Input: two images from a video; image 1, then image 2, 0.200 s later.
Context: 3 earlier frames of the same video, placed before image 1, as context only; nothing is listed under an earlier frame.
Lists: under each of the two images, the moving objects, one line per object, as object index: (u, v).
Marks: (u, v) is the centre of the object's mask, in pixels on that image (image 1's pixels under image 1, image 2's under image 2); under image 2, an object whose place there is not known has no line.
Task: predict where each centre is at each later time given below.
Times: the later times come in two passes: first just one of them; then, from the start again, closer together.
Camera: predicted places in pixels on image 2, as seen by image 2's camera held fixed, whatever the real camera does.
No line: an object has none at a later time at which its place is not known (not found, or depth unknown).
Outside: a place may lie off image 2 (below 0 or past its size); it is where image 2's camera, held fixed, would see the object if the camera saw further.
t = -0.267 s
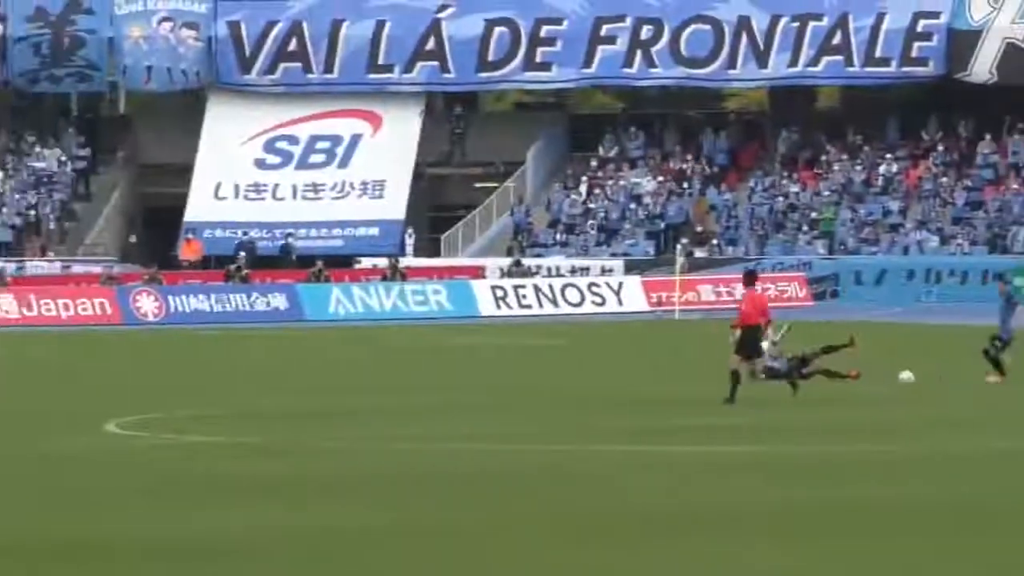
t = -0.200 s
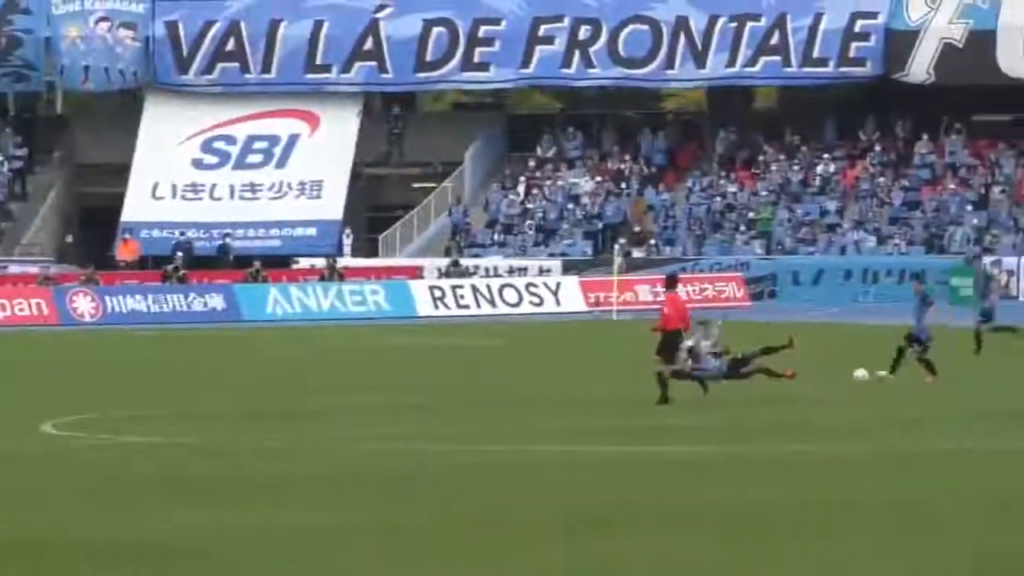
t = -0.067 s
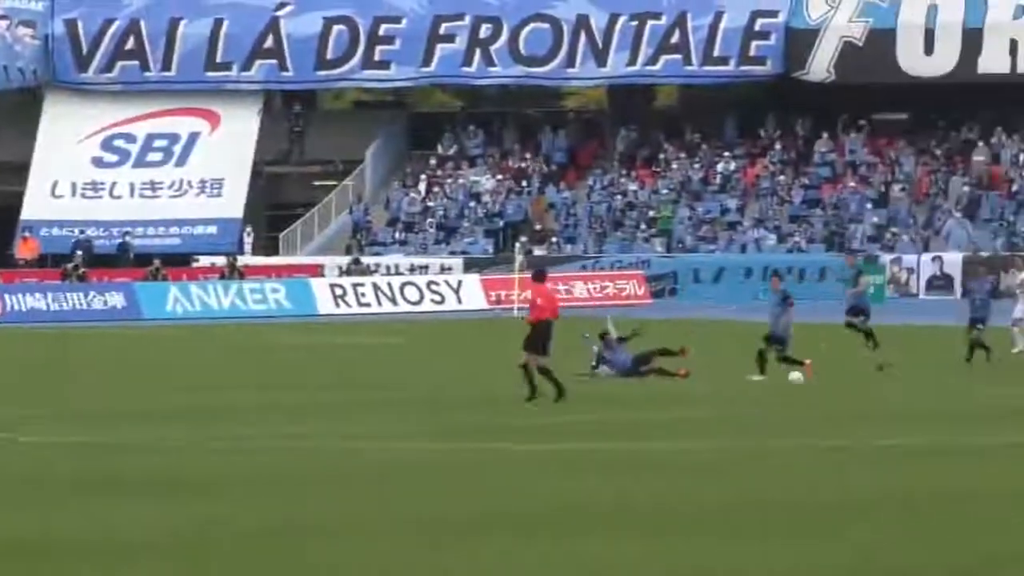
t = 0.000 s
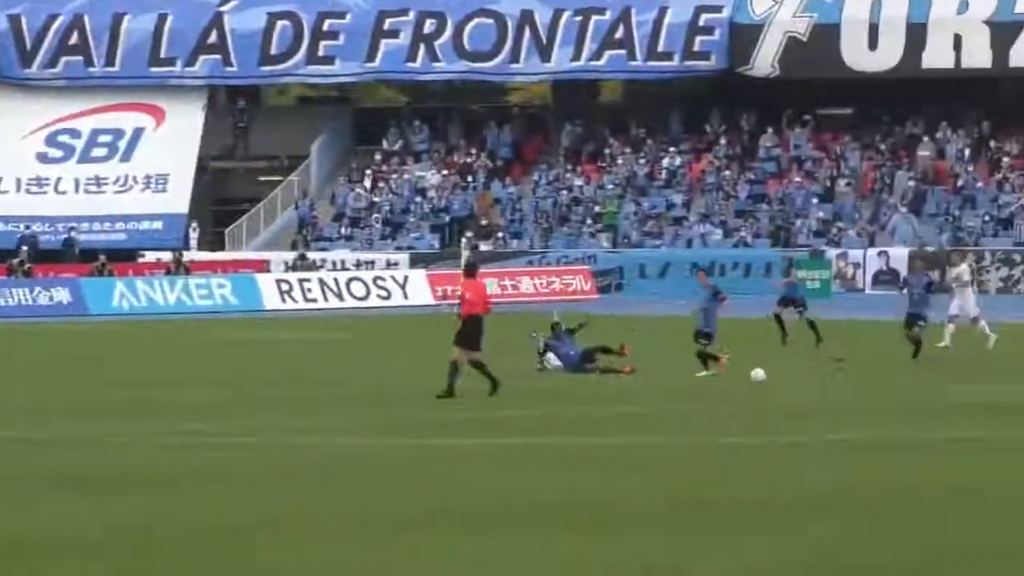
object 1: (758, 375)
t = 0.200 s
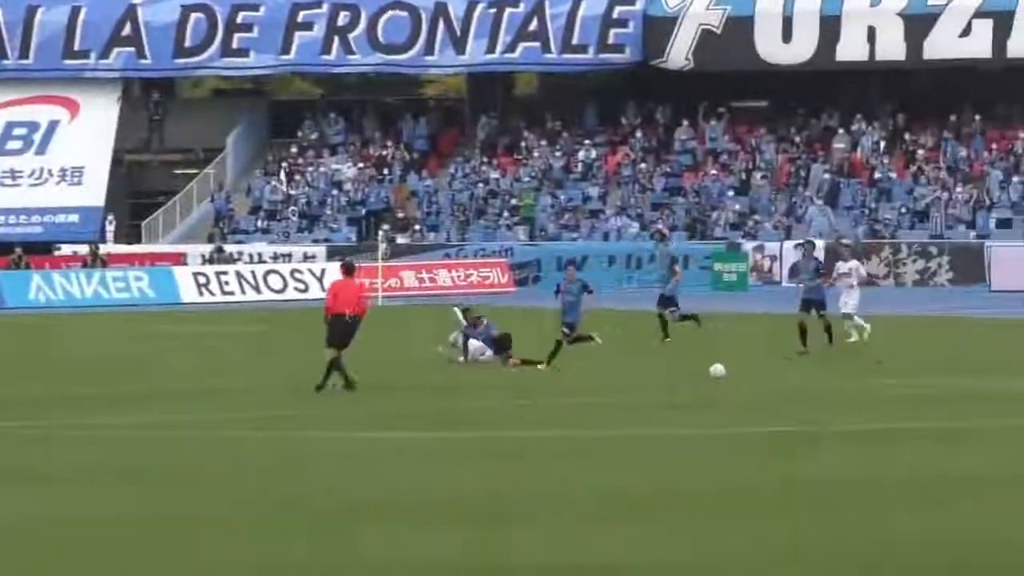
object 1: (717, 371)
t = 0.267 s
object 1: (727, 368)
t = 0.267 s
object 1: (727, 368)
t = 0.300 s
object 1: (733, 369)
